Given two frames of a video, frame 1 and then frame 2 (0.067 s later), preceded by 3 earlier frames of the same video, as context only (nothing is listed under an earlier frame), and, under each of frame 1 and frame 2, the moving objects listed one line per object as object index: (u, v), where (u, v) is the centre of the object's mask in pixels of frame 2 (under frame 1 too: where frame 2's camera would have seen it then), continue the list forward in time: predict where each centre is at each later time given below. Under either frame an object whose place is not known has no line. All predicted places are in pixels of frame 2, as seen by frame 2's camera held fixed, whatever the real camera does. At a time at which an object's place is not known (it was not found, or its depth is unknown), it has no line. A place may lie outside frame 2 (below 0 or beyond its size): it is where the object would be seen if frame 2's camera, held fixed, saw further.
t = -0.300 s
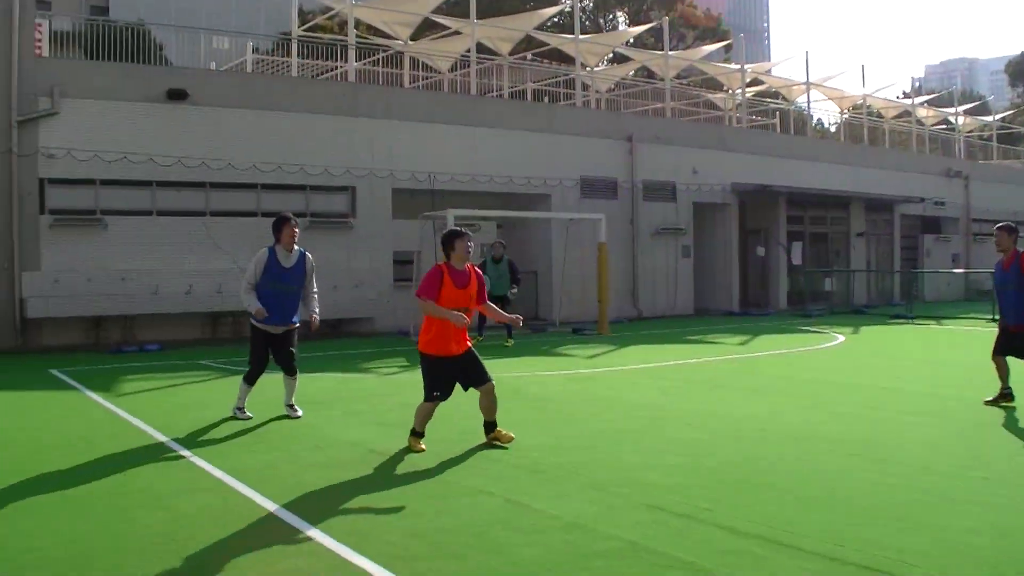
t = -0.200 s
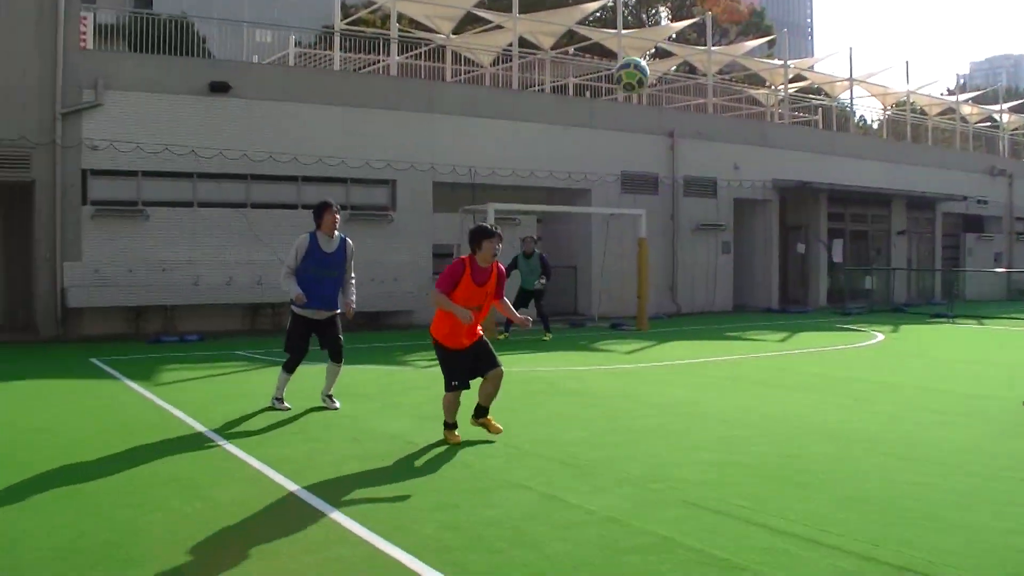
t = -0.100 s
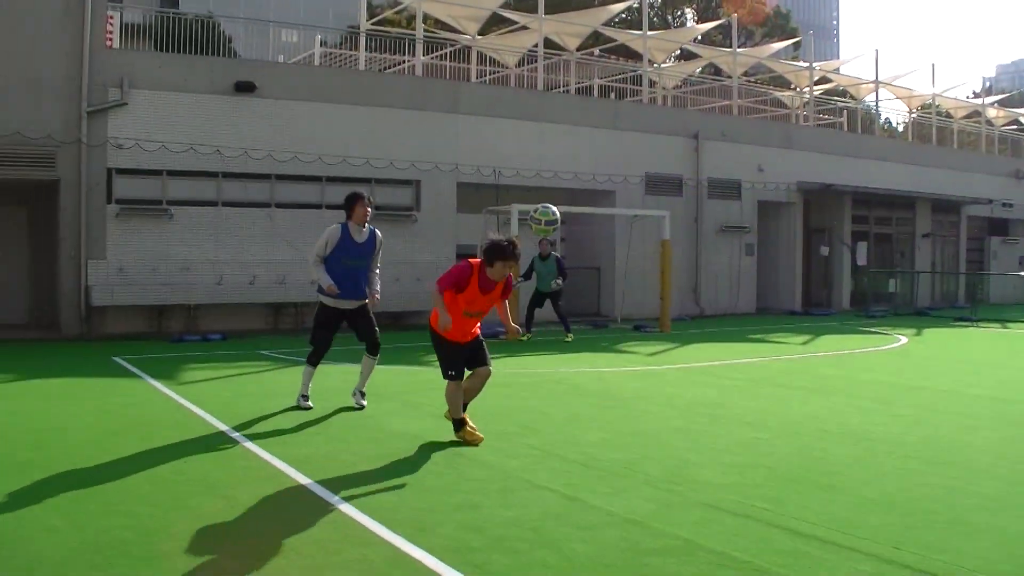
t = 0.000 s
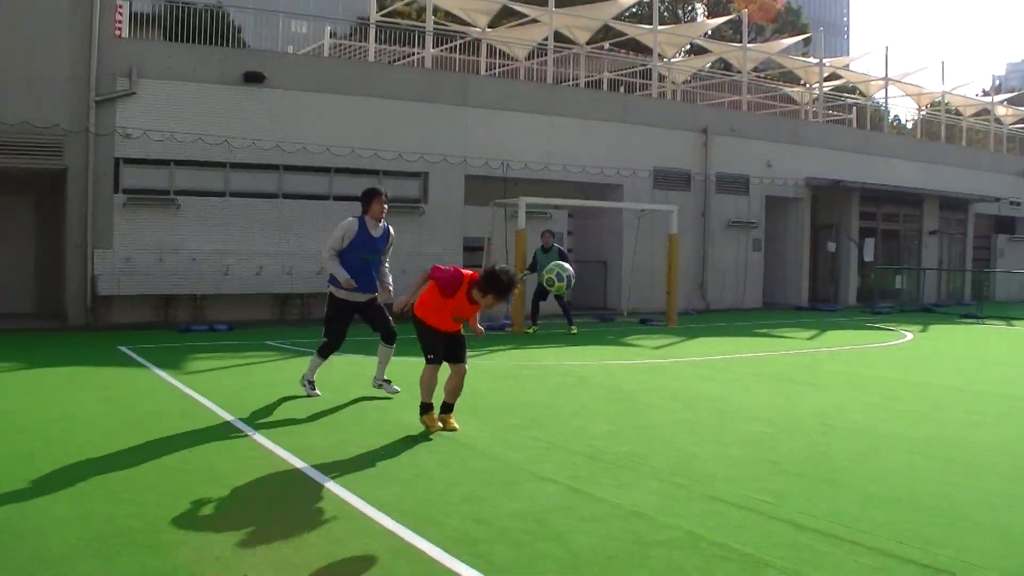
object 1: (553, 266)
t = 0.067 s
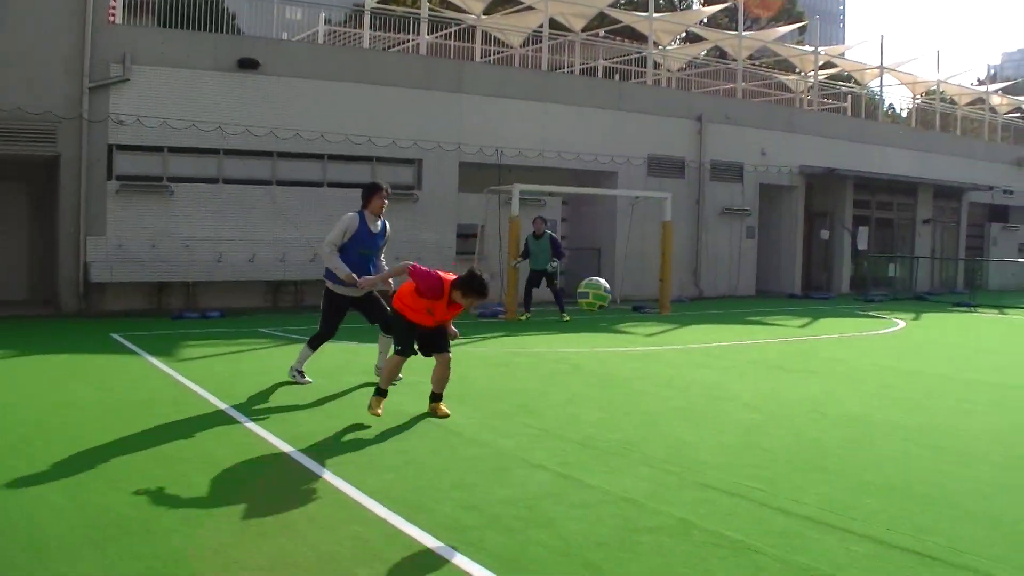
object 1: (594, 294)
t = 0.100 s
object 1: (617, 312)
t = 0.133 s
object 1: (640, 335)
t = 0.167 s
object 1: (665, 360)
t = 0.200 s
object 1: (691, 389)
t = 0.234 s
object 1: (719, 421)
